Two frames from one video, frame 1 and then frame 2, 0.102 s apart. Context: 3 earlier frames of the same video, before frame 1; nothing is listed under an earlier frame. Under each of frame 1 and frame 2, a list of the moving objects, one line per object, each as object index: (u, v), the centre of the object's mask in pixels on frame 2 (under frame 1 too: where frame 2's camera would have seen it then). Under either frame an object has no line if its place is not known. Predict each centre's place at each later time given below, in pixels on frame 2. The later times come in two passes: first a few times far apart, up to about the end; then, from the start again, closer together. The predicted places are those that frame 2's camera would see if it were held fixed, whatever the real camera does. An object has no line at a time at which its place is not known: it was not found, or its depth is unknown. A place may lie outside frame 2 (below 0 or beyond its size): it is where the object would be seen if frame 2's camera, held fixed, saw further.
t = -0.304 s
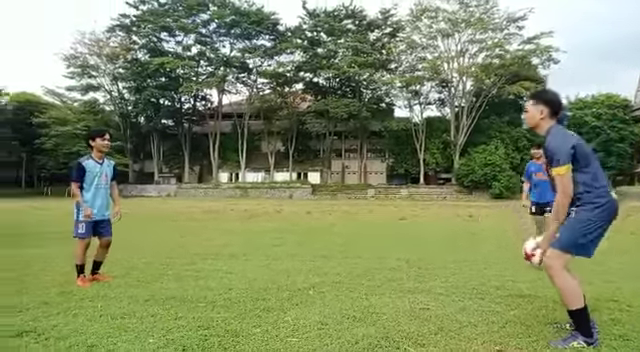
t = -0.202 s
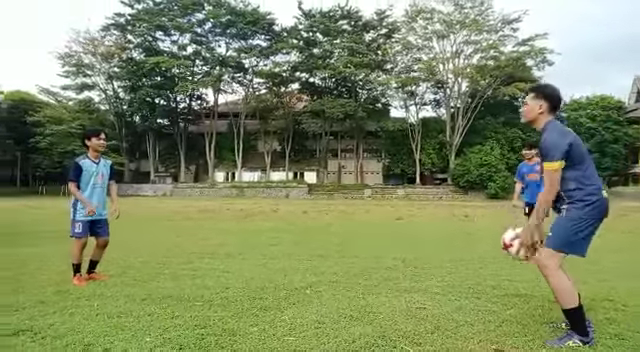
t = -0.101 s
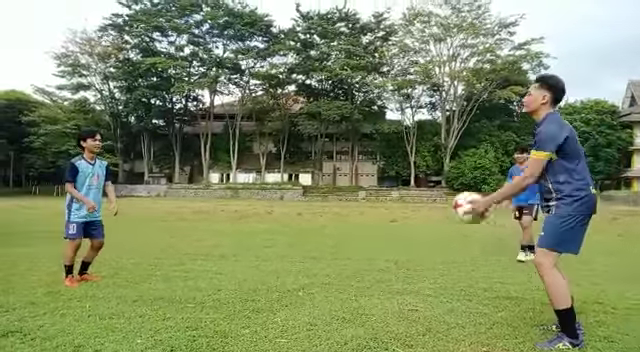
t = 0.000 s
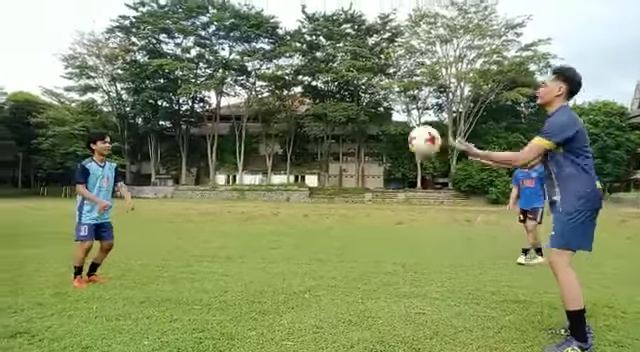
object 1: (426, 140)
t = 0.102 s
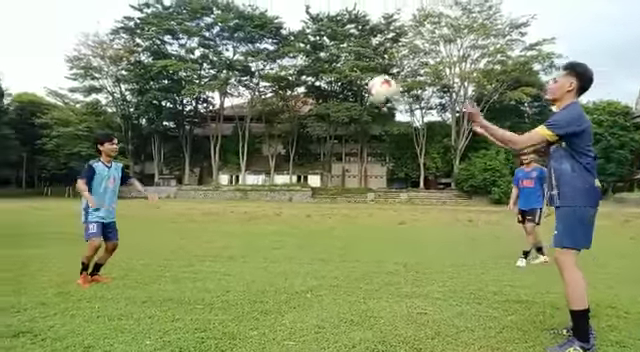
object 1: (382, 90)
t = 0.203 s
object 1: (342, 58)
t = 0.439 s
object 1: (259, 37)
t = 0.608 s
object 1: (210, 61)
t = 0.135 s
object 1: (368, 78)
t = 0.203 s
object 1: (342, 58)
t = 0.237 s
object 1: (328, 50)
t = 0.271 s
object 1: (317, 46)
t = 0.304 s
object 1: (305, 41)
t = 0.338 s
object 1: (292, 39)
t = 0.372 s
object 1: (281, 36)
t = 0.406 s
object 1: (270, 36)
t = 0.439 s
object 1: (259, 37)
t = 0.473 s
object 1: (248, 39)
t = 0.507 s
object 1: (238, 42)
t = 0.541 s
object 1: (229, 48)
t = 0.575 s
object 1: (220, 54)
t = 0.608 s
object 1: (210, 61)
